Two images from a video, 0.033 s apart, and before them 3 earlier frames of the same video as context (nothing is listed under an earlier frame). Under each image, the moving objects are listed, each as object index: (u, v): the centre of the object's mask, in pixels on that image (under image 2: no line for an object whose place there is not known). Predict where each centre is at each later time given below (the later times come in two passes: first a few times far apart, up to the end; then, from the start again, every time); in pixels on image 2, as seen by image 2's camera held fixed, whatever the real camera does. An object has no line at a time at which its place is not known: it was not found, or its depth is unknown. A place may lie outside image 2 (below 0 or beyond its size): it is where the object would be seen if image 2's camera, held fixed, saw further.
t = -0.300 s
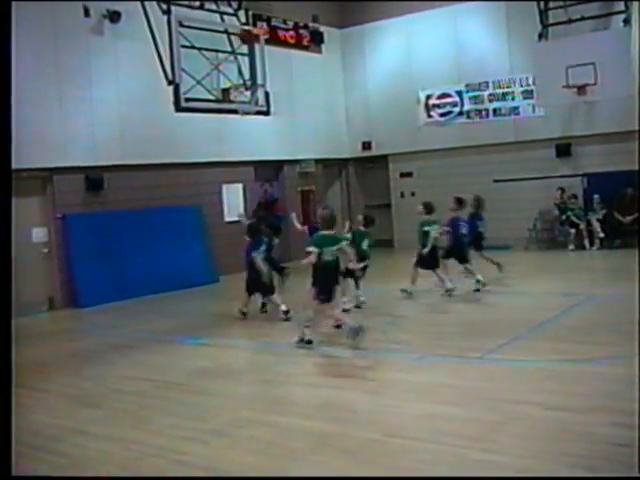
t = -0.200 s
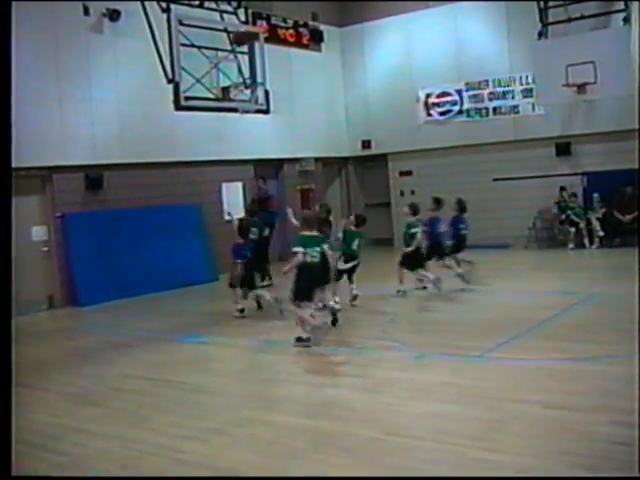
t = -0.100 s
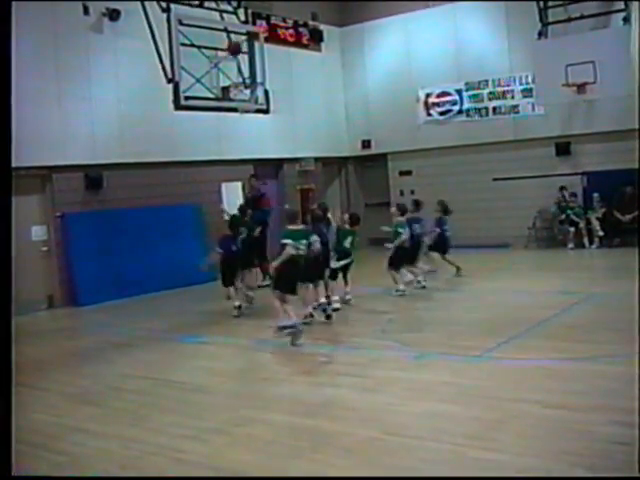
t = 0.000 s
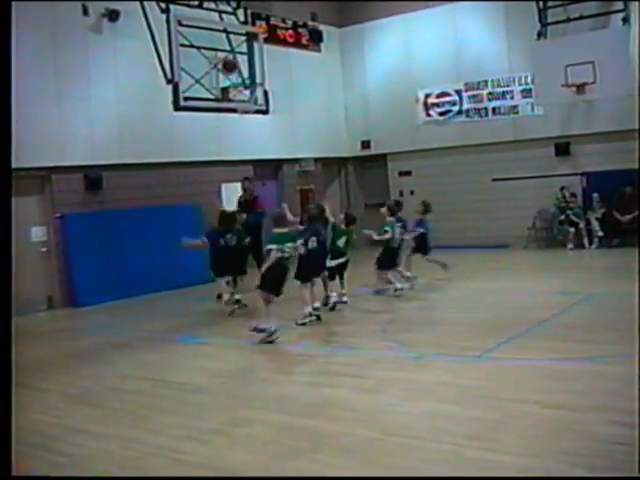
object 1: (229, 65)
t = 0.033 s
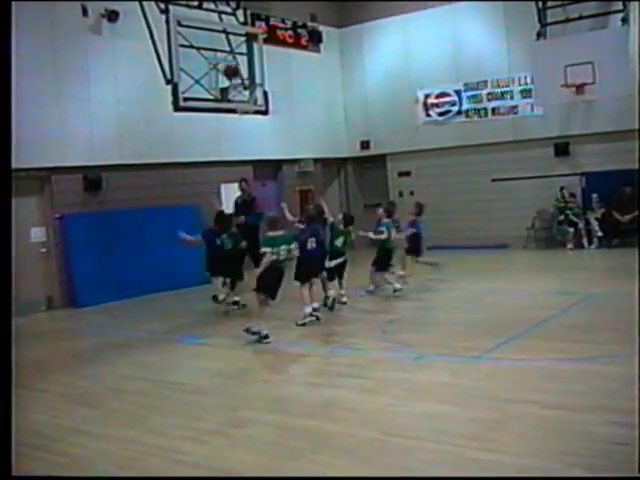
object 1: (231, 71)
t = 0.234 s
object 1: (258, 73)
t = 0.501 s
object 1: (282, 69)
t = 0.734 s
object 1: (307, 109)
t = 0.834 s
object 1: (319, 140)
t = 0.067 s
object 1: (234, 77)
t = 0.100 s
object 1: (239, 78)
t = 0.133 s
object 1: (245, 76)
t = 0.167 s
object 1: (248, 76)
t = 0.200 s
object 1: (254, 76)
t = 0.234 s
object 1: (258, 73)
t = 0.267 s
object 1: (259, 70)
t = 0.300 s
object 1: (263, 68)
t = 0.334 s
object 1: (266, 65)
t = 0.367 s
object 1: (269, 64)
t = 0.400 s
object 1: (272, 65)
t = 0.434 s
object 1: (275, 65)
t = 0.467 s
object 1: (278, 66)
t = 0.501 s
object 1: (282, 69)
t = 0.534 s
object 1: (285, 72)
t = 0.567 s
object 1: (288, 75)
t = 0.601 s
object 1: (292, 80)
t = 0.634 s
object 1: (295, 86)
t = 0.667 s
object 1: (299, 93)
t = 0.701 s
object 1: (303, 101)
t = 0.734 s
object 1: (307, 109)
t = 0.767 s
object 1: (310, 119)
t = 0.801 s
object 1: (315, 129)
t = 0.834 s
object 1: (319, 140)
